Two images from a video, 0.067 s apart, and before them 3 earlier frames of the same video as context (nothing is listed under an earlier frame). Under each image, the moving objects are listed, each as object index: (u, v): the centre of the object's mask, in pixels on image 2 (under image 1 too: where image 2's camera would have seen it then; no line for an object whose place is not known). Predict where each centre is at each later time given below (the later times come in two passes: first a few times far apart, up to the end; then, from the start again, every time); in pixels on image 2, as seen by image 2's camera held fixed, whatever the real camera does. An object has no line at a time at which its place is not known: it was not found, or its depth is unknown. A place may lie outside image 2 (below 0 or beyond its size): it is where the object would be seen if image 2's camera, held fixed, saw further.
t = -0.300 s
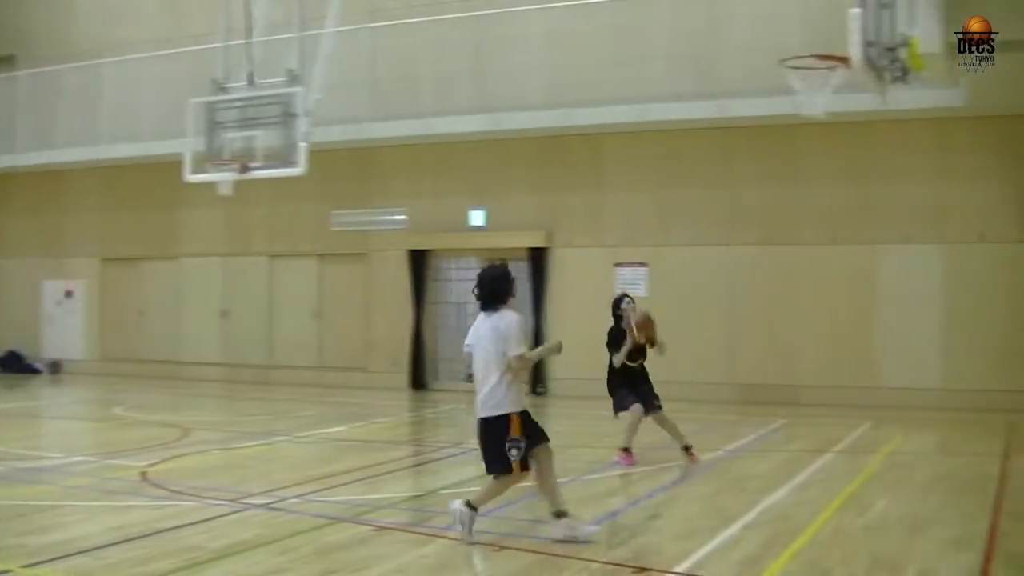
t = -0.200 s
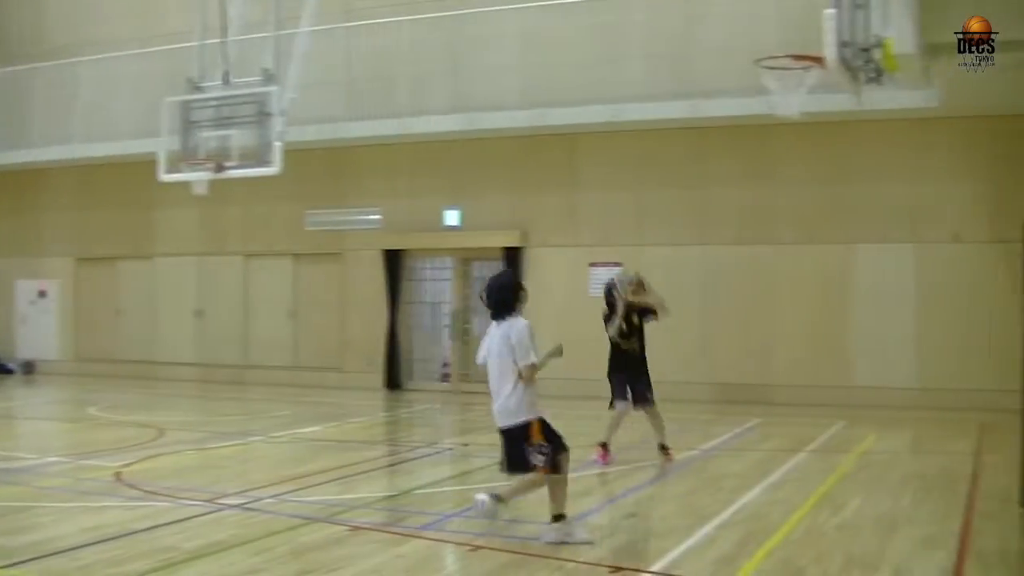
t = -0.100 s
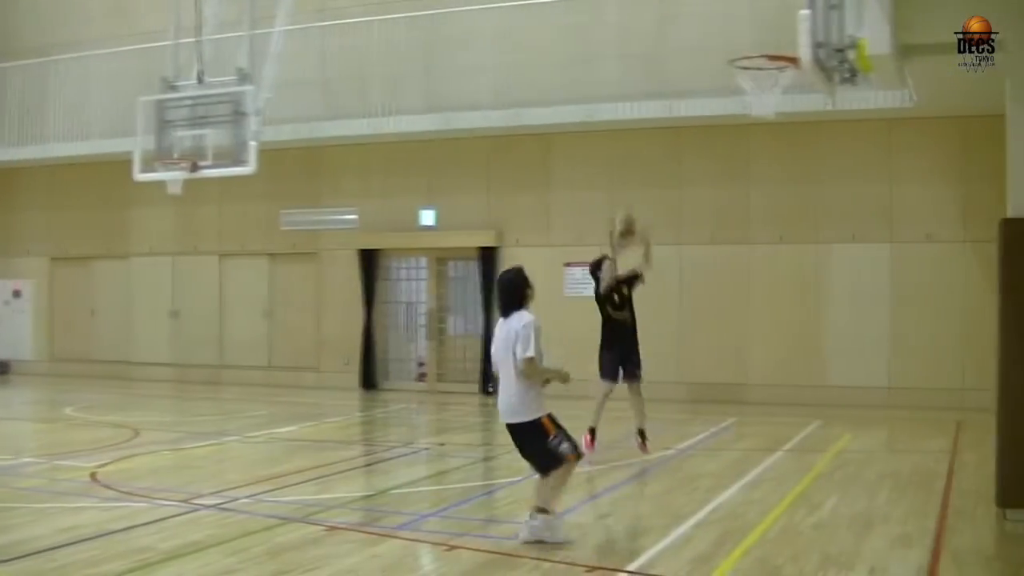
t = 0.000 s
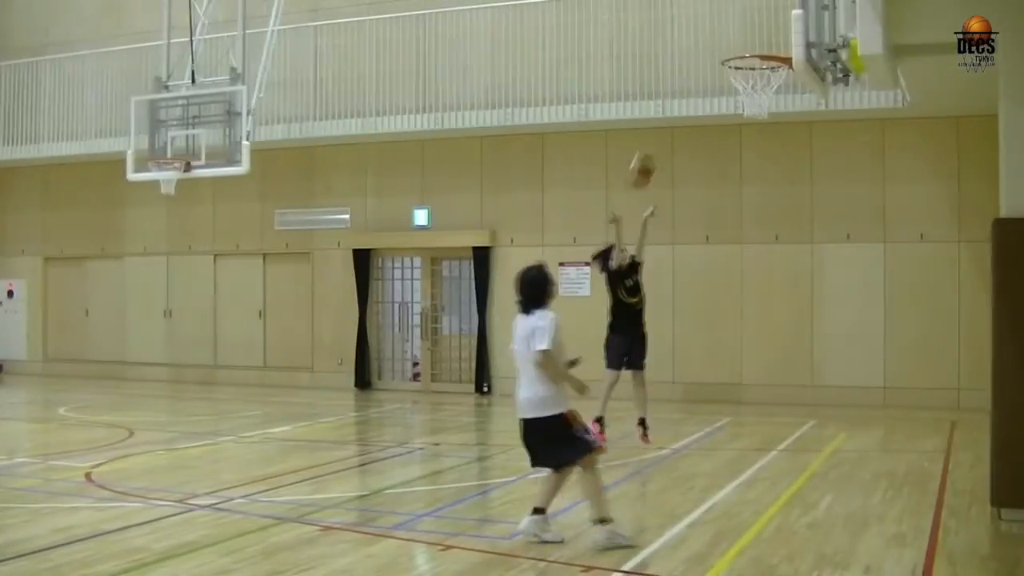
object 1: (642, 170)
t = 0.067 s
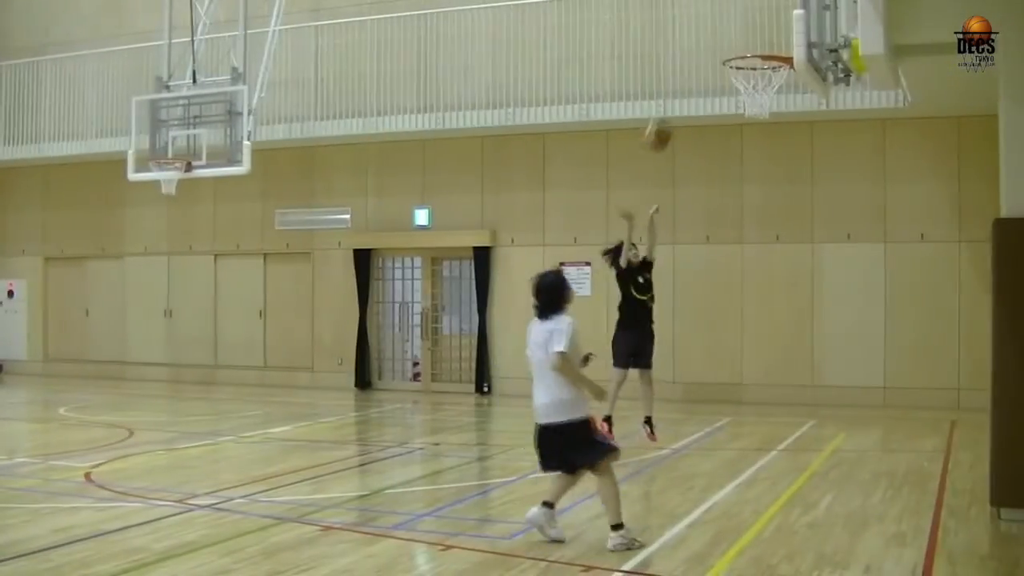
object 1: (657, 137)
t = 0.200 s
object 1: (691, 80)
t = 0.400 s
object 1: (747, 36)
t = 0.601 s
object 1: (787, 39)
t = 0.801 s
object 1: (743, 87)
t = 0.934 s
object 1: (745, 95)
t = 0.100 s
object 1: (668, 118)
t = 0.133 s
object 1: (674, 105)
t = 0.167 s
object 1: (682, 92)
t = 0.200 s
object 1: (691, 80)
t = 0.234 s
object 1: (700, 70)
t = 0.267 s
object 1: (709, 61)
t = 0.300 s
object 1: (718, 53)
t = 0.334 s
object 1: (728, 46)
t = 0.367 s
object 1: (738, 41)
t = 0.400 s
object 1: (747, 36)
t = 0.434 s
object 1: (756, 33)
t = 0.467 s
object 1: (769, 31)
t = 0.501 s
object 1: (778, 31)
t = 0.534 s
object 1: (784, 33)
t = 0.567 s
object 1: (788, 36)
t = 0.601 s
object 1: (787, 39)
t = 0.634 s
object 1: (782, 42)
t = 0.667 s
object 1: (776, 46)
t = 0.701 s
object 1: (769, 61)
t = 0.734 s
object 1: (758, 73)
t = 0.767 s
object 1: (750, 81)
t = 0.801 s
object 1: (743, 87)
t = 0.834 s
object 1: (742, 88)
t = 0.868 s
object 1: (741, 89)
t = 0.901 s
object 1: (742, 92)
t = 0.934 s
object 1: (745, 95)
